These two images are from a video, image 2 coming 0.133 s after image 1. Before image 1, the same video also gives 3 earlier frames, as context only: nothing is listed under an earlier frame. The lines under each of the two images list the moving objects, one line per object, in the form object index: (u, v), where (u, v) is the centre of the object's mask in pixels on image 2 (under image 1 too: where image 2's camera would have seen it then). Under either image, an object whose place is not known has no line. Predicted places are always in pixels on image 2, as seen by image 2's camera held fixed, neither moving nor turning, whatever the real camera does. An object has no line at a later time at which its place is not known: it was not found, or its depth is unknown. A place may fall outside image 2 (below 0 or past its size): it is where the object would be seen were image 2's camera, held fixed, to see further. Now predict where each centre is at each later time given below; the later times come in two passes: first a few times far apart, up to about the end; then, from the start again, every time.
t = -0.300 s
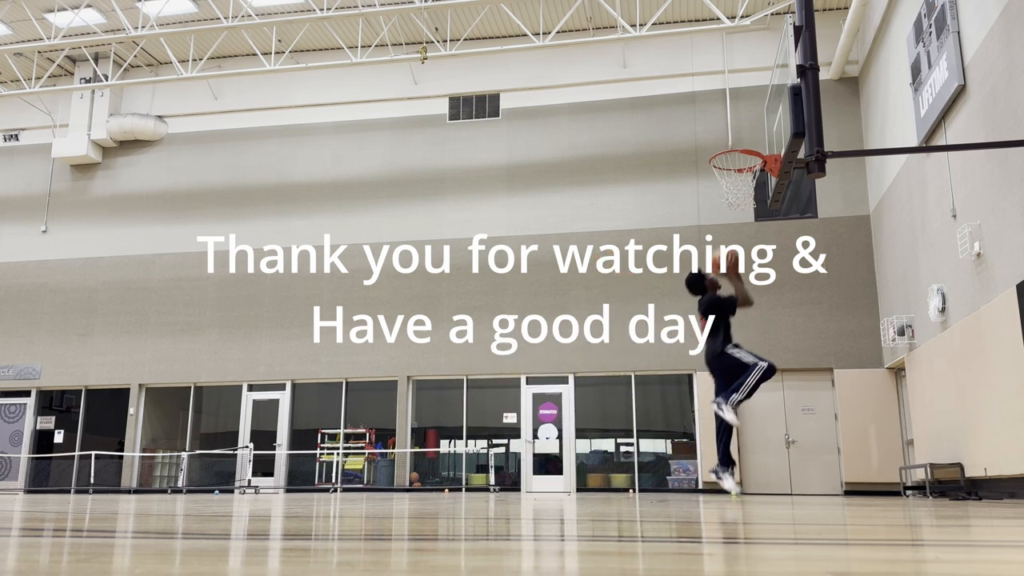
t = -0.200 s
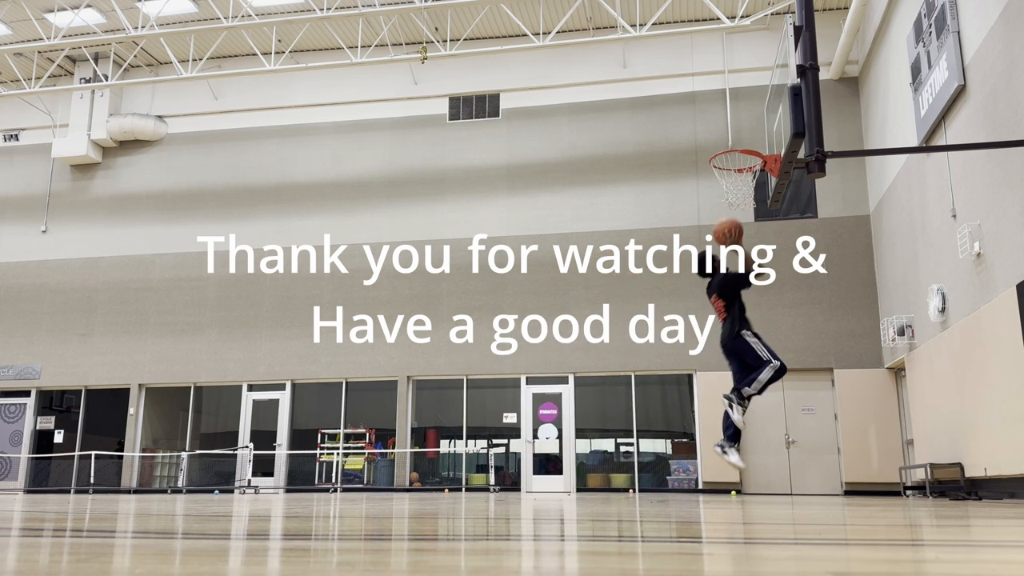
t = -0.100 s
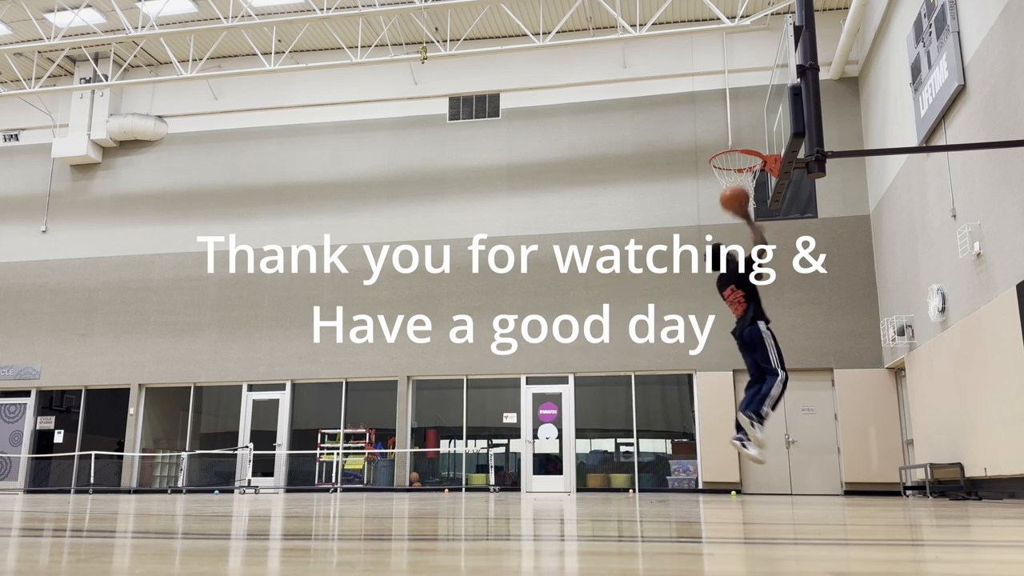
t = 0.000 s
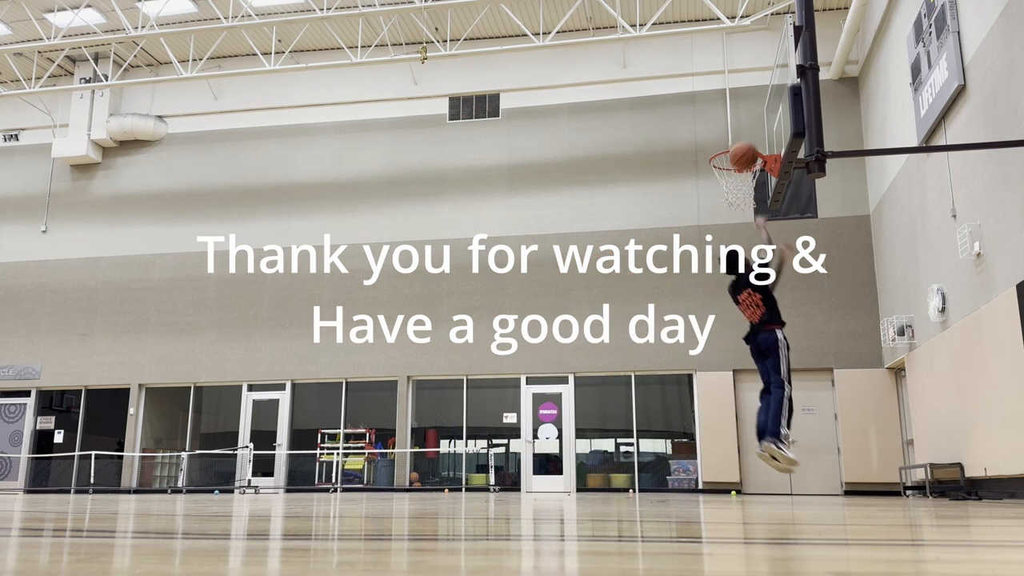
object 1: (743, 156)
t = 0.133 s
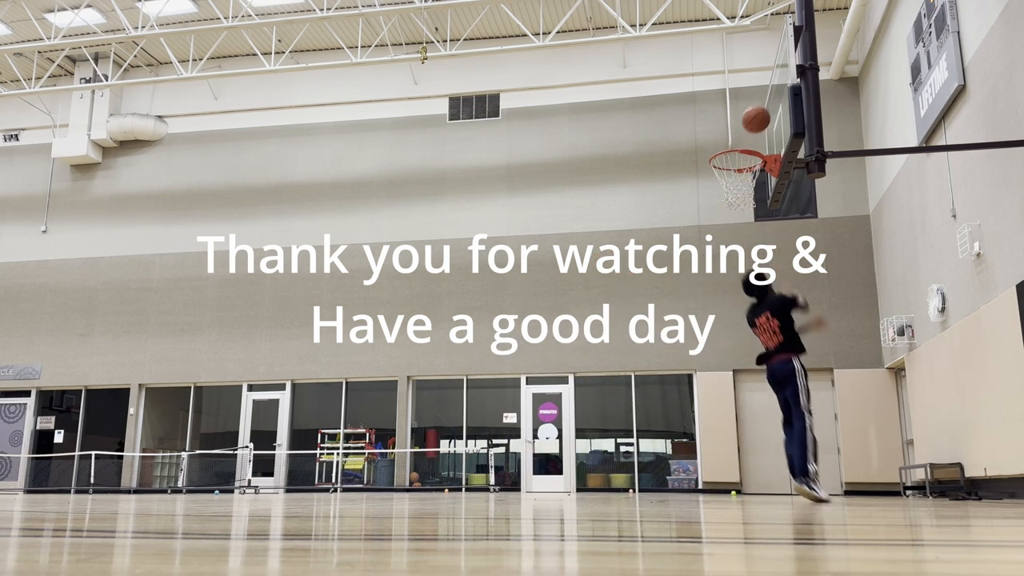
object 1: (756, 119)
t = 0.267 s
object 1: (765, 104)
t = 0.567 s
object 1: (735, 154)
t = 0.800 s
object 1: (723, 205)
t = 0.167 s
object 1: (758, 113)
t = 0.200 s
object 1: (762, 109)
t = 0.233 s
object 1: (765, 105)
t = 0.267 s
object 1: (765, 104)
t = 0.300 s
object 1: (762, 105)
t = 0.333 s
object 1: (758, 108)
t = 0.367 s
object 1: (754, 111)
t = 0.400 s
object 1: (751, 116)
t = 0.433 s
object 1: (747, 121)
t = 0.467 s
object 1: (744, 128)
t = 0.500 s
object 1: (741, 135)
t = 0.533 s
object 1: (738, 142)
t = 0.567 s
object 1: (735, 154)
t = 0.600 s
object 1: (731, 163)
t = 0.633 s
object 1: (729, 175)
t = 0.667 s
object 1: (726, 186)
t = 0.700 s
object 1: (724, 192)
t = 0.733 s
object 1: (725, 197)
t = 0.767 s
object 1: (723, 200)
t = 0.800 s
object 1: (723, 205)
